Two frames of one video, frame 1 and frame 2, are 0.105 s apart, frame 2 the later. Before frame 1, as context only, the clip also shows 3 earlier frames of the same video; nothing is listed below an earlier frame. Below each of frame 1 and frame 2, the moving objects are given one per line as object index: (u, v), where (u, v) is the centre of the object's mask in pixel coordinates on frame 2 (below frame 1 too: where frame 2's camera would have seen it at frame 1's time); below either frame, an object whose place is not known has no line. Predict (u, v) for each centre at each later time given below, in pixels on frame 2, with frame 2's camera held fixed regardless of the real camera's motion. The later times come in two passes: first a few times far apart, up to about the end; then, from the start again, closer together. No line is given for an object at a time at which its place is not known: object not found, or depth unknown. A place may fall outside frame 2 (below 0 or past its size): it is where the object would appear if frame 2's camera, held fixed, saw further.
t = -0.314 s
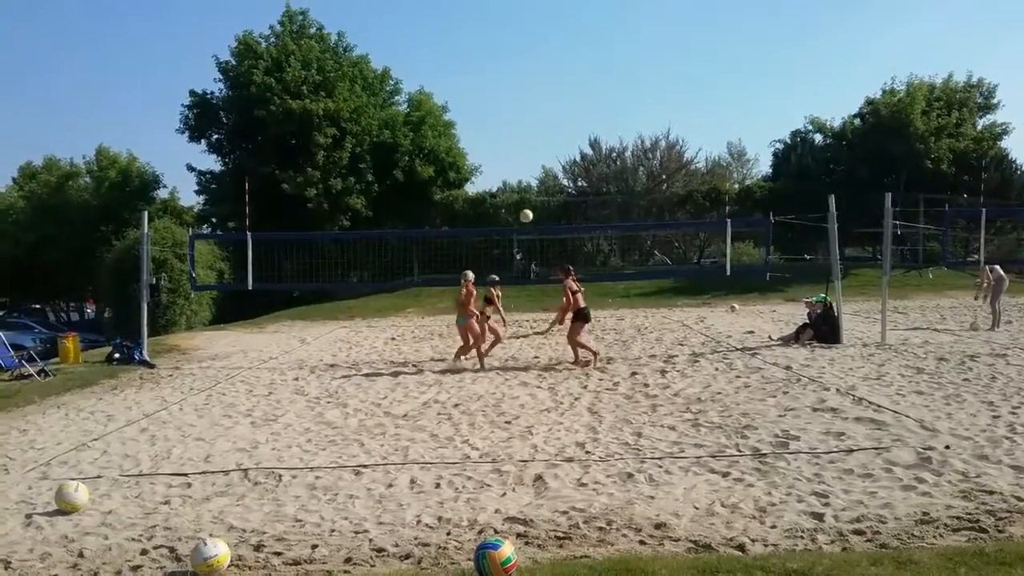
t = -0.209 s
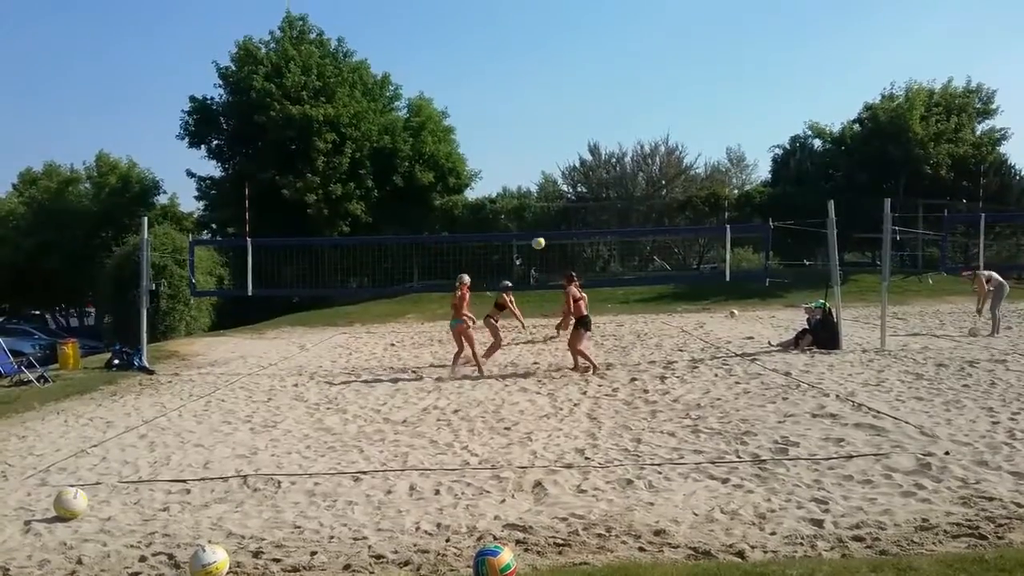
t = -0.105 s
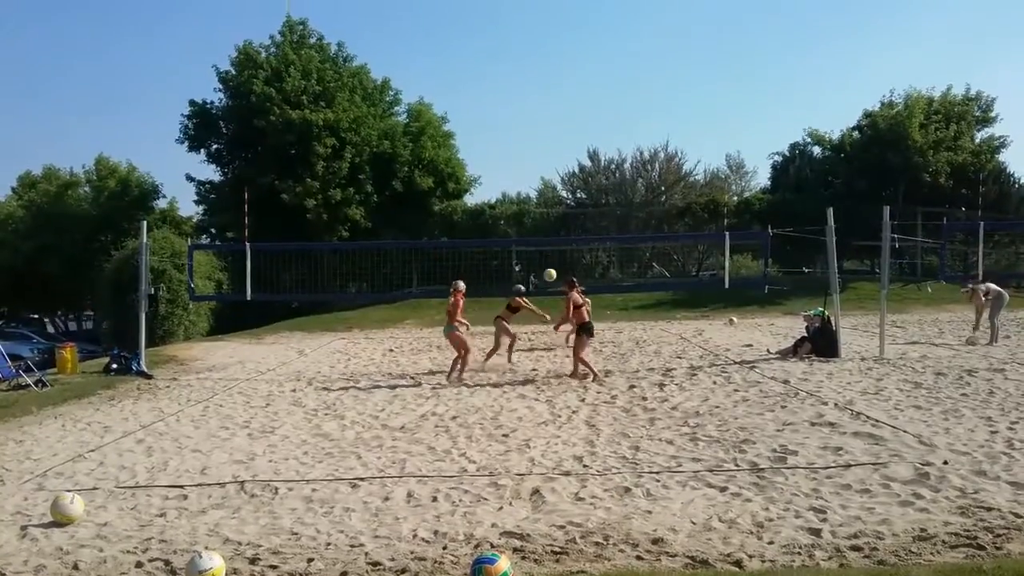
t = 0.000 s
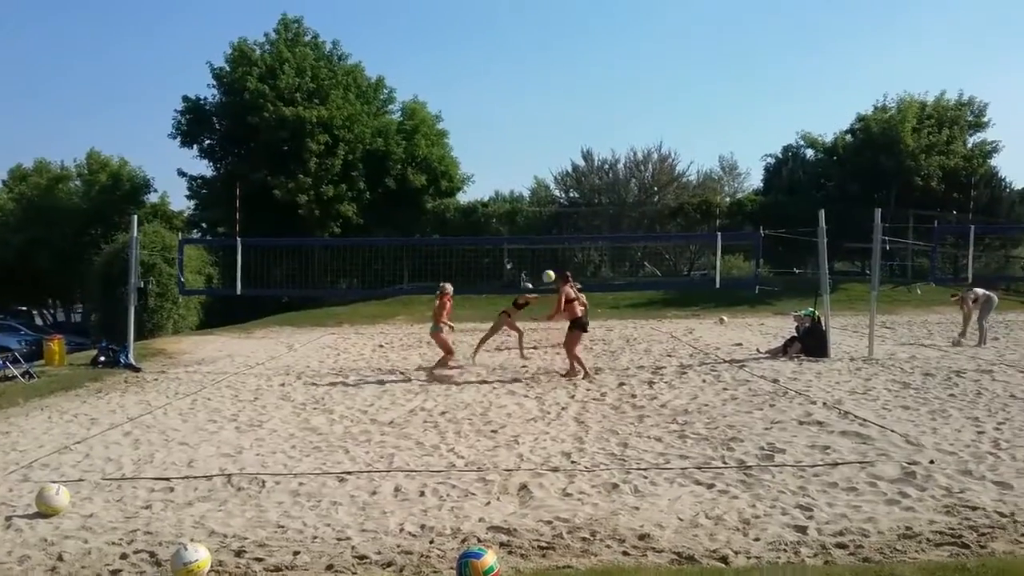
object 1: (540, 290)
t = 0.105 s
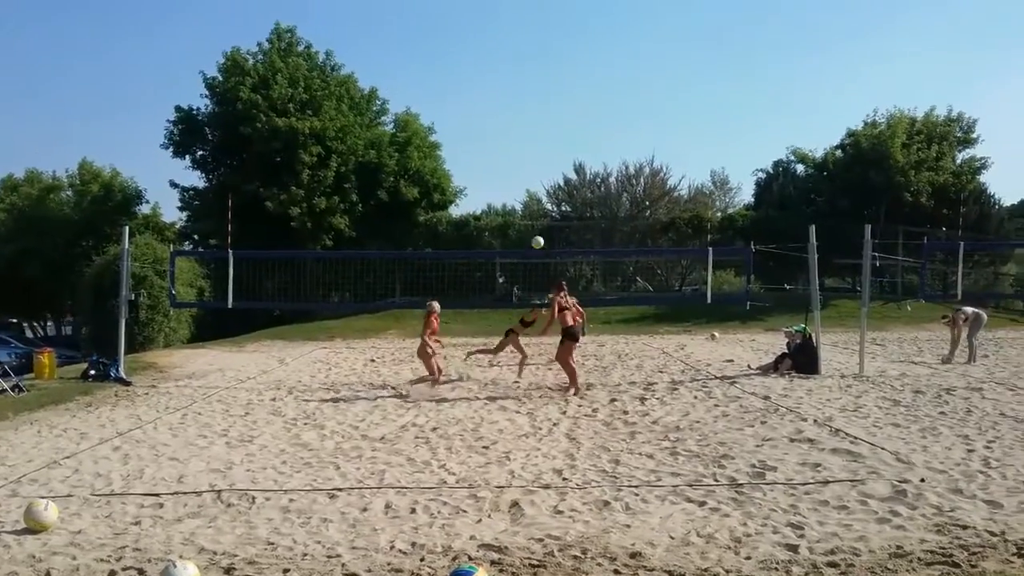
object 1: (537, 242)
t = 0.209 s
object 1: (533, 201)
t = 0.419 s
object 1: (527, 126)
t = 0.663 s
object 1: (521, 84)
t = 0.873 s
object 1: (516, 71)
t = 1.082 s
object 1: (510, 83)
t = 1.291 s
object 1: (506, 115)
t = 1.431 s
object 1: (503, 147)
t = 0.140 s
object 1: (536, 227)
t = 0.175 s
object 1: (535, 214)
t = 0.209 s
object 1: (533, 201)
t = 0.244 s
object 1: (532, 191)
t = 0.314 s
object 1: (530, 154)
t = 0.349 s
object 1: (529, 143)
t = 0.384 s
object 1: (528, 134)
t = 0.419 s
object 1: (527, 126)
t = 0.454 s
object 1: (527, 119)
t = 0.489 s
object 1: (526, 111)
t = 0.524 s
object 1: (525, 104)
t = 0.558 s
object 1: (524, 98)
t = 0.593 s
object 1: (523, 93)
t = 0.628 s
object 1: (522, 88)
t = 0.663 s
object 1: (521, 84)
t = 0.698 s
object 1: (520, 80)
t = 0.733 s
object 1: (520, 77)
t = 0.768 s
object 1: (519, 75)
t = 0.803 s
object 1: (518, 73)
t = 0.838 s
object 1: (517, 72)
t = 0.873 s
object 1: (516, 71)
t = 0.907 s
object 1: (515, 71)
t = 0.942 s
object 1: (514, 71)
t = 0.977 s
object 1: (513, 73)
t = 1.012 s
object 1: (513, 74)
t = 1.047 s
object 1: (512, 77)
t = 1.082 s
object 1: (510, 83)
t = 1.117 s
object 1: (509, 86)
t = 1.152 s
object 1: (509, 91)
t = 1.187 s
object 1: (508, 96)
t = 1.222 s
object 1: (507, 101)
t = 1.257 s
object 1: (506, 108)
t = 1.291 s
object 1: (506, 115)
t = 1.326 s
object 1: (505, 122)
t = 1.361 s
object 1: (504, 129)
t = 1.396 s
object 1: (504, 138)
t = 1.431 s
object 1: (503, 147)
